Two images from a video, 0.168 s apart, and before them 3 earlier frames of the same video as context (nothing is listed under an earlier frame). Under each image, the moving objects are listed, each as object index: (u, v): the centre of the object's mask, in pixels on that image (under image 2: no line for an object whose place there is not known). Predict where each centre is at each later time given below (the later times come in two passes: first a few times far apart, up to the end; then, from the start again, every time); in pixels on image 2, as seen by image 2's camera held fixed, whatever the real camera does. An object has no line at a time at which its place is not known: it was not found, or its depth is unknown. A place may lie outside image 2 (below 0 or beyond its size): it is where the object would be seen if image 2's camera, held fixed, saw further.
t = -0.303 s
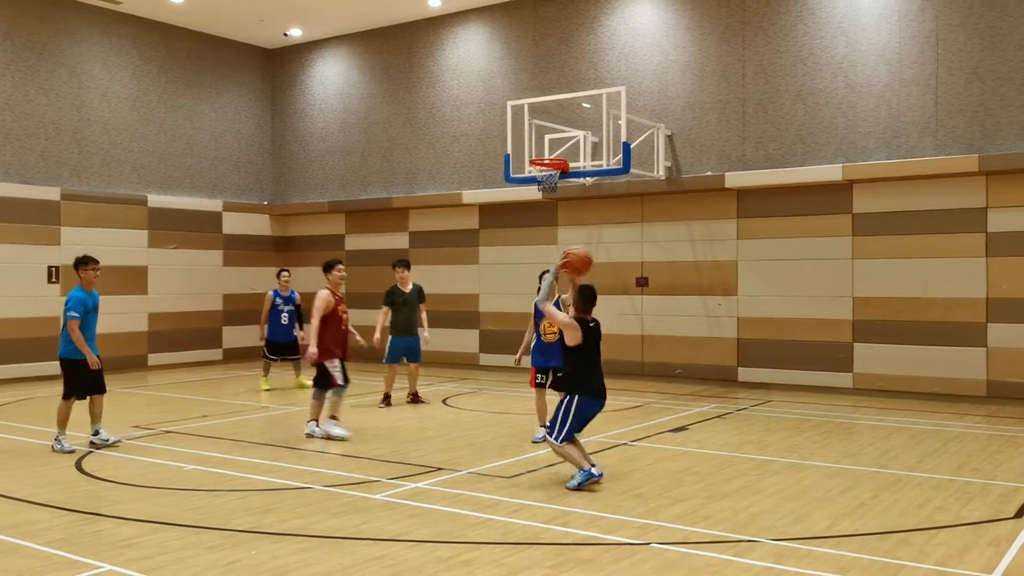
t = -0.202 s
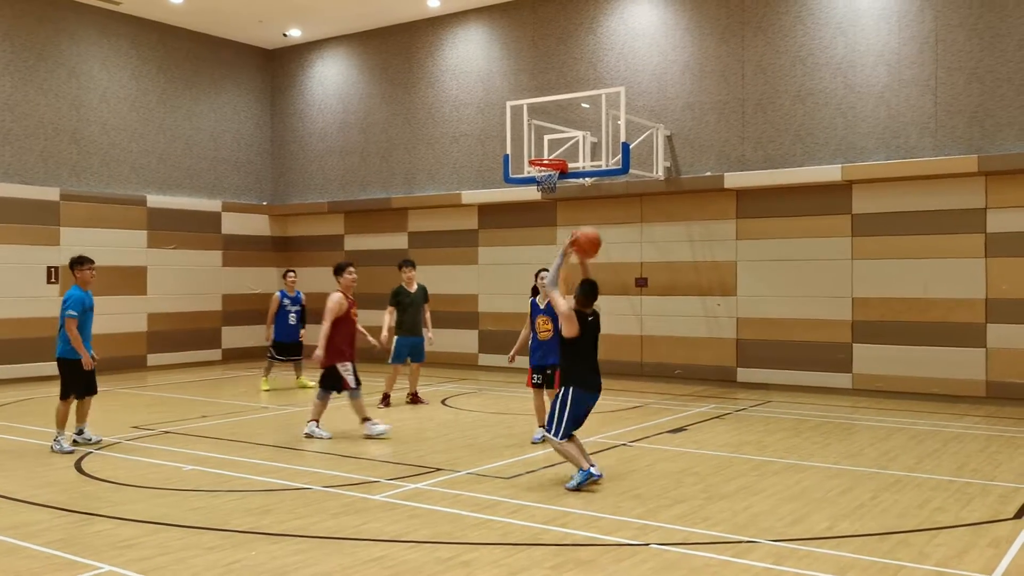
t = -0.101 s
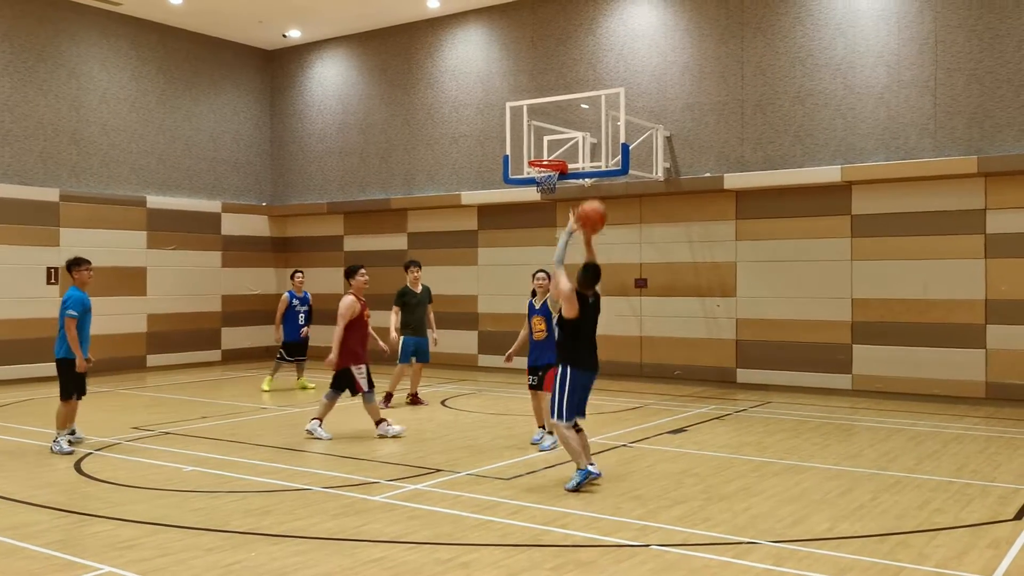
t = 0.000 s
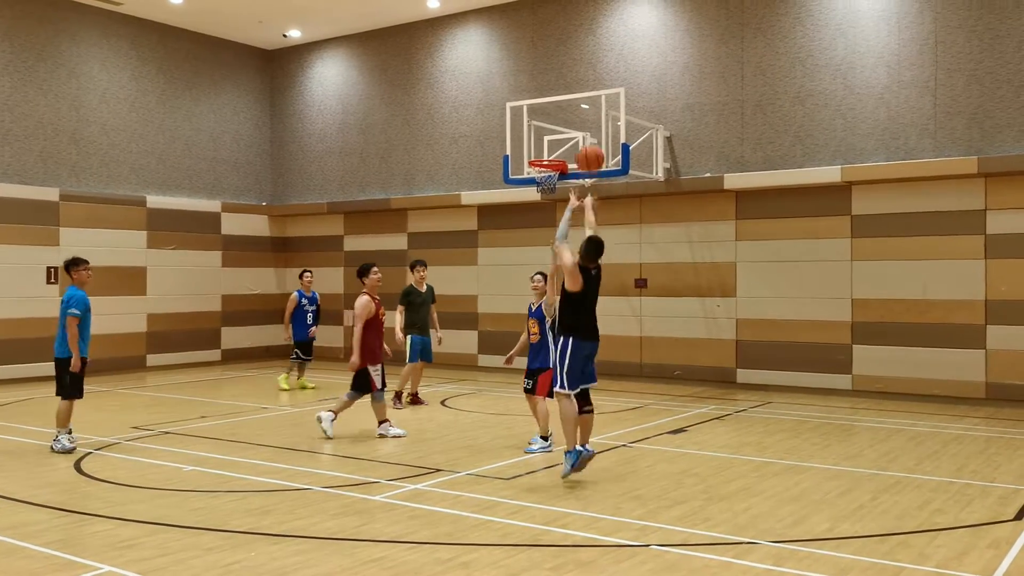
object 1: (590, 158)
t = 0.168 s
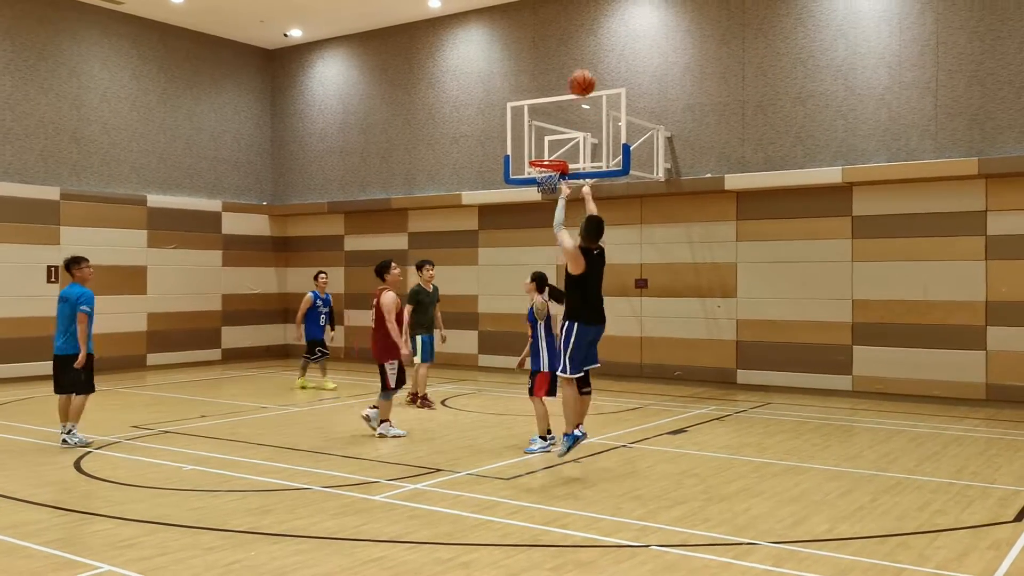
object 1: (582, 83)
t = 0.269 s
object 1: (577, 58)
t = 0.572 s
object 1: (565, 50)
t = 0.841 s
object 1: (556, 106)
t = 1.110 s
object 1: (540, 191)
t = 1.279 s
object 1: (518, 251)
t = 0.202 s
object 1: (580, 73)
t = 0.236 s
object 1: (579, 66)
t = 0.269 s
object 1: (577, 58)
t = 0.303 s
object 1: (576, 53)
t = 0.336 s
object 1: (574, 49)
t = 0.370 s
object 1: (573, 46)
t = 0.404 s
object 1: (571, 44)
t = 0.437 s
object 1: (570, 43)
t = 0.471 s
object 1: (568, 44)
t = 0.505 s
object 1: (567, 45)
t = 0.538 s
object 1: (566, 47)
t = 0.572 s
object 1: (565, 50)
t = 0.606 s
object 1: (564, 55)
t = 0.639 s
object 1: (562, 60)
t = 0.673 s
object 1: (561, 65)
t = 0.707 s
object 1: (560, 71)
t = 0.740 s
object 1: (559, 79)
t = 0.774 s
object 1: (558, 86)
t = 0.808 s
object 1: (558, 96)
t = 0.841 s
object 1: (556, 106)
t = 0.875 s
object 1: (555, 115)
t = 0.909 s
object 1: (554, 126)
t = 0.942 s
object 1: (553, 138)
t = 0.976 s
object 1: (553, 149)
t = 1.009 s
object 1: (552, 160)
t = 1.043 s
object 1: (549, 167)
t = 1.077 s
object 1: (545, 180)
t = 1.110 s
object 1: (540, 191)
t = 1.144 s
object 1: (535, 200)
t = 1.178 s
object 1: (531, 211)
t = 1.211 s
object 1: (526, 223)
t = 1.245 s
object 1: (523, 237)
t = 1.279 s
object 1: (518, 251)
